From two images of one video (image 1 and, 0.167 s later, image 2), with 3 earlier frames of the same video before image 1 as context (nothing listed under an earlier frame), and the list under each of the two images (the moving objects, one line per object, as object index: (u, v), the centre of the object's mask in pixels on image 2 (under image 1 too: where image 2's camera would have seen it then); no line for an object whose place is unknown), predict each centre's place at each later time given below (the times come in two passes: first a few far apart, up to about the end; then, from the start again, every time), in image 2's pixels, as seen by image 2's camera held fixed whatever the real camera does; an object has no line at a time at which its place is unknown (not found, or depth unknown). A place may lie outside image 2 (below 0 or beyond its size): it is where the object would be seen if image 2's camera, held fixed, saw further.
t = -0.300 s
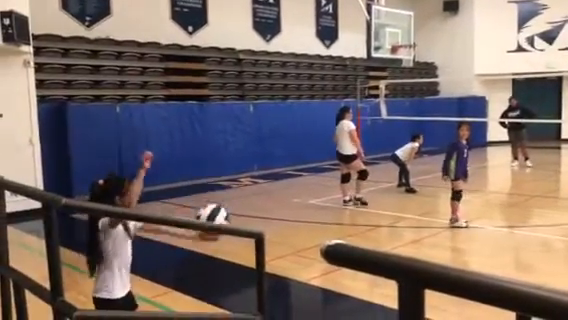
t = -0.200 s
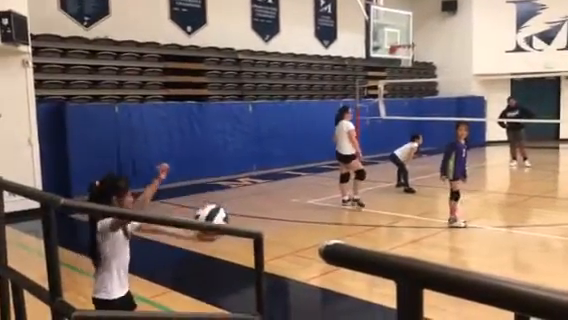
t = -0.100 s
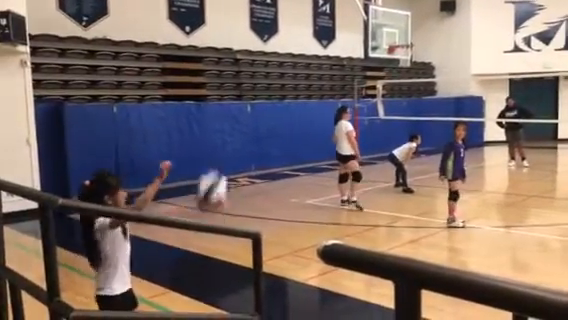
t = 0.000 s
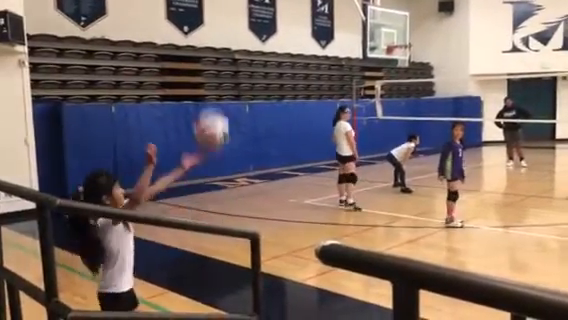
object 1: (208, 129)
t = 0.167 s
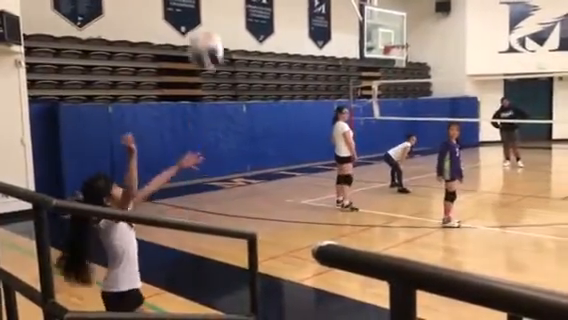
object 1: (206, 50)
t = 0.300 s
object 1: (205, 23)
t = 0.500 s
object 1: (206, 32)
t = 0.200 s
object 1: (207, 43)
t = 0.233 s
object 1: (205, 33)
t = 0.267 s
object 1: (205, 27)
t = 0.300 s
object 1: (205, 23)
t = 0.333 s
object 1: (205, 19)
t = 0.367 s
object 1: (205, 18)
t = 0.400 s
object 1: (205, 18)
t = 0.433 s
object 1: (205, 20)
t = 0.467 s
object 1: (206, 26)
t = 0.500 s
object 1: (206, 32)
